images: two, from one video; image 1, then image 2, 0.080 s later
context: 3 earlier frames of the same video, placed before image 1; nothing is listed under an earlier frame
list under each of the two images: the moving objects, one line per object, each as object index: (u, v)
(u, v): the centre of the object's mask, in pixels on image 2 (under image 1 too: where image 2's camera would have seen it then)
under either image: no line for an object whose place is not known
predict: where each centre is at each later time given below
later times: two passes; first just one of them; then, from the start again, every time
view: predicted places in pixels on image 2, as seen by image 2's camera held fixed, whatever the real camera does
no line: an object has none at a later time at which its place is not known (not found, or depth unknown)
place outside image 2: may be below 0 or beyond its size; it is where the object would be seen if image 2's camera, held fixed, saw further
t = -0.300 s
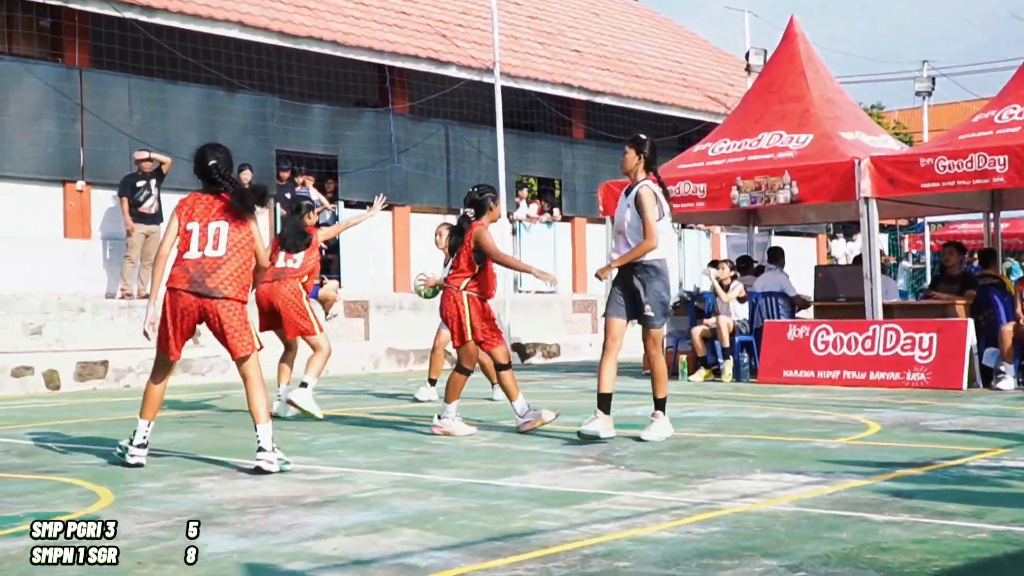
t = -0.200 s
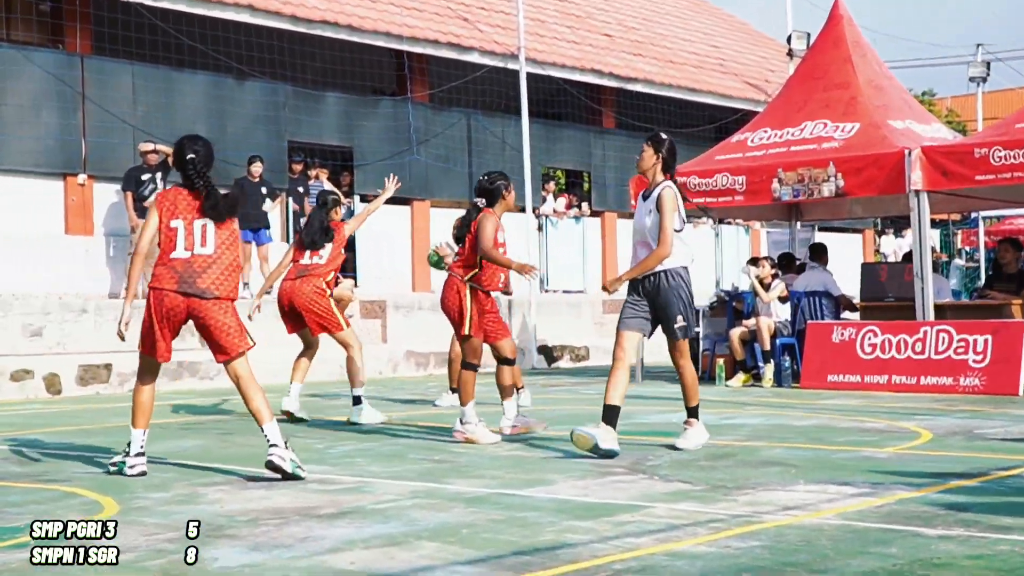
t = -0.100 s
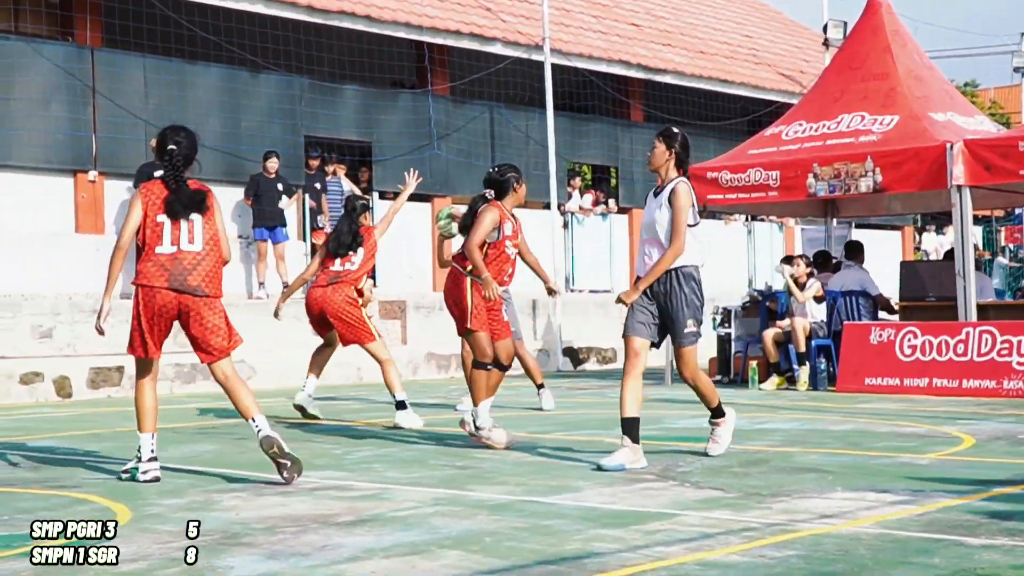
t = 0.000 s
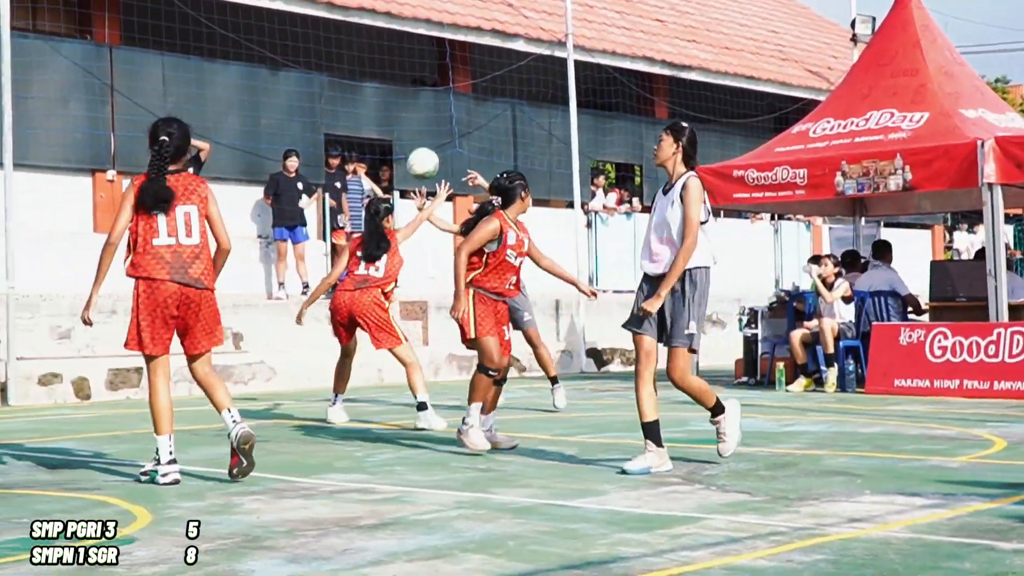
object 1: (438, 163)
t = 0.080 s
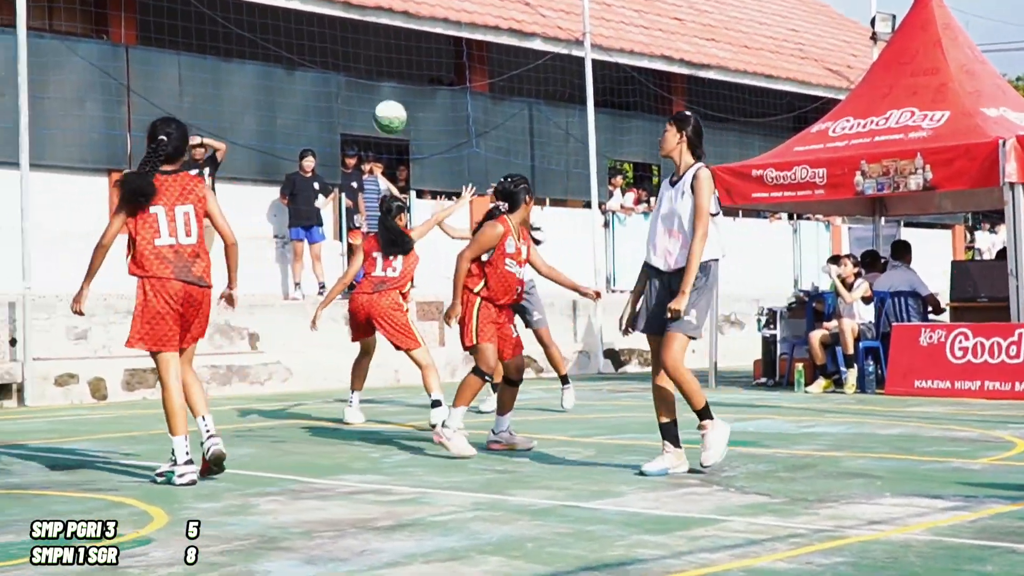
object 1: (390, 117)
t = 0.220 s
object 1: (300, 55)
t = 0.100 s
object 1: (377, 107)
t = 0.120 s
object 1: (365, 97)
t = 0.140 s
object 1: (352, 88)
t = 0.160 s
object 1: (339, 78)
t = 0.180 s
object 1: (326, 70)
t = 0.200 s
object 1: (314, 61)
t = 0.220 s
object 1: (300, 55)
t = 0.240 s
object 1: (287, 48)
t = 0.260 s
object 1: (274, 41)
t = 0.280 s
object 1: (261, 35)
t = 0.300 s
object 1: (247, 30)
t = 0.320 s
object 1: (234, 26)
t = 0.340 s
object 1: (221, 22)
